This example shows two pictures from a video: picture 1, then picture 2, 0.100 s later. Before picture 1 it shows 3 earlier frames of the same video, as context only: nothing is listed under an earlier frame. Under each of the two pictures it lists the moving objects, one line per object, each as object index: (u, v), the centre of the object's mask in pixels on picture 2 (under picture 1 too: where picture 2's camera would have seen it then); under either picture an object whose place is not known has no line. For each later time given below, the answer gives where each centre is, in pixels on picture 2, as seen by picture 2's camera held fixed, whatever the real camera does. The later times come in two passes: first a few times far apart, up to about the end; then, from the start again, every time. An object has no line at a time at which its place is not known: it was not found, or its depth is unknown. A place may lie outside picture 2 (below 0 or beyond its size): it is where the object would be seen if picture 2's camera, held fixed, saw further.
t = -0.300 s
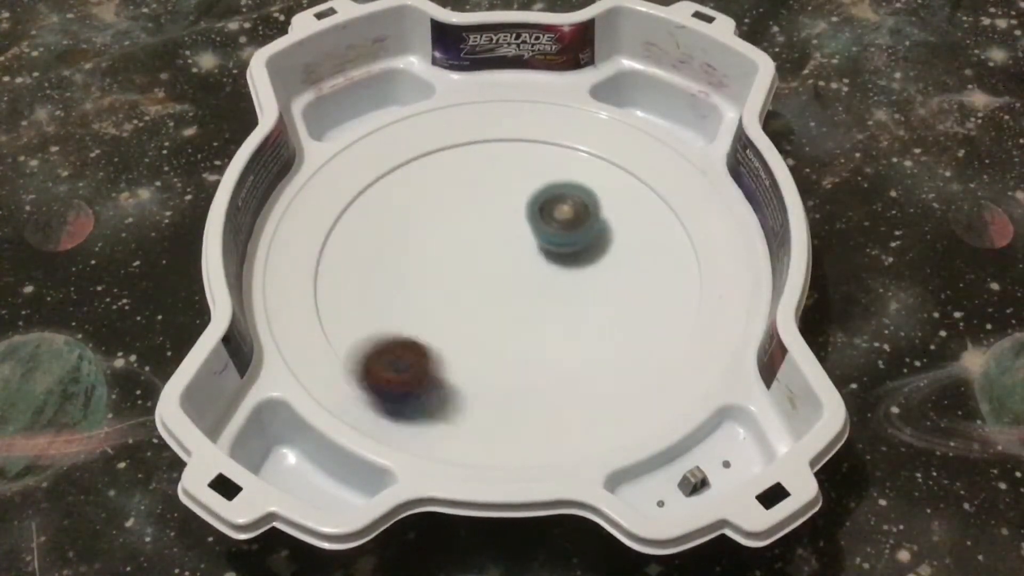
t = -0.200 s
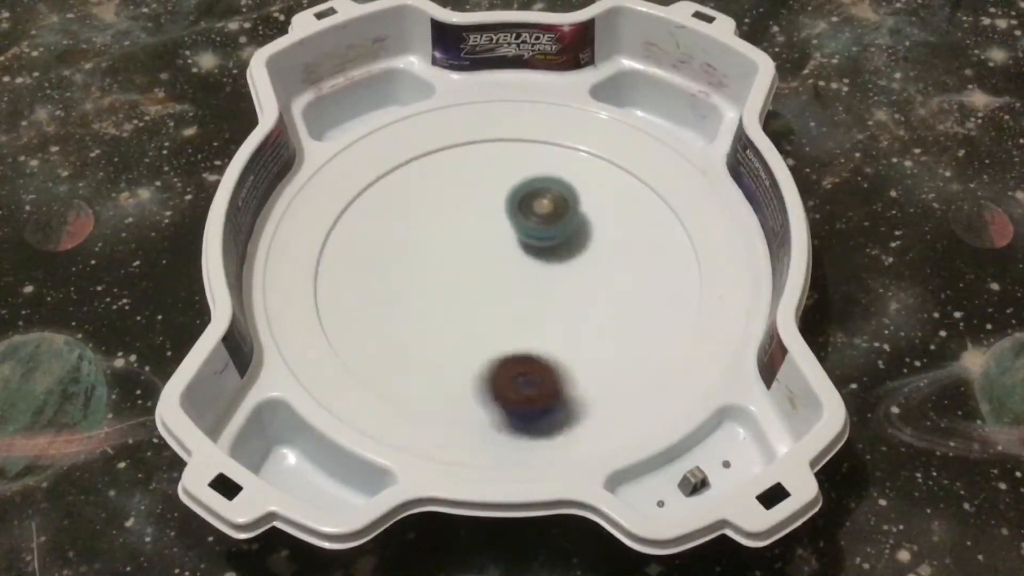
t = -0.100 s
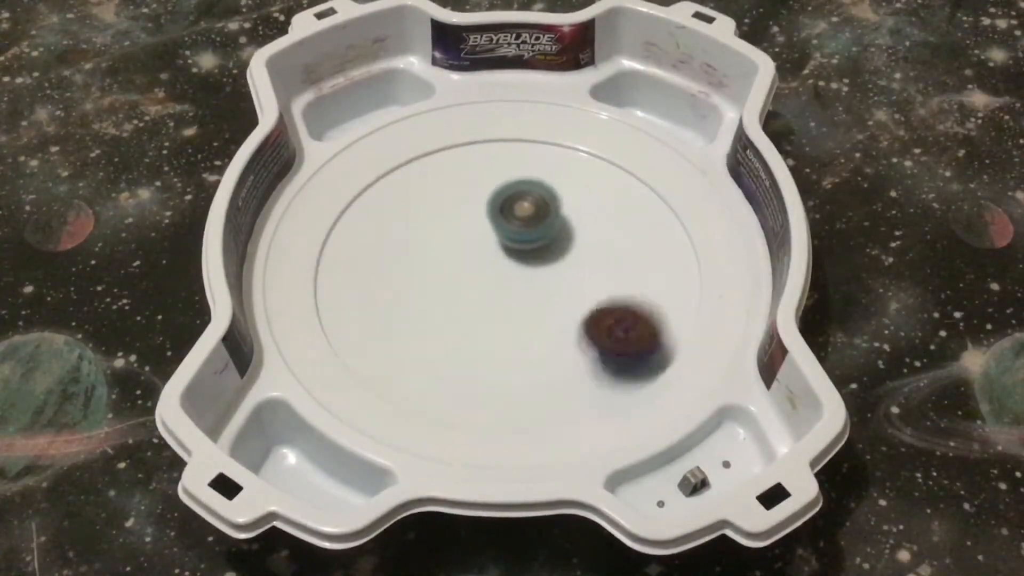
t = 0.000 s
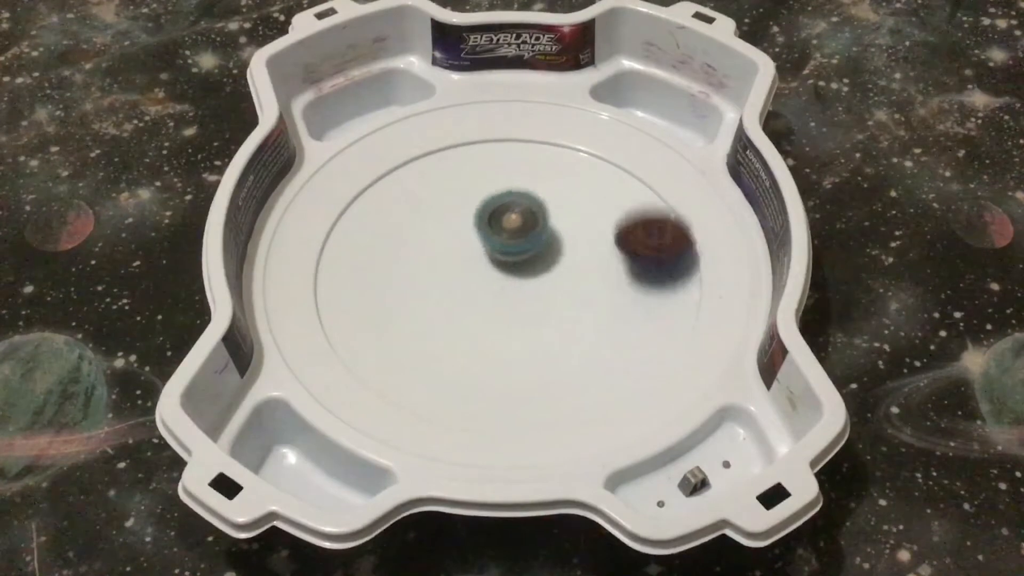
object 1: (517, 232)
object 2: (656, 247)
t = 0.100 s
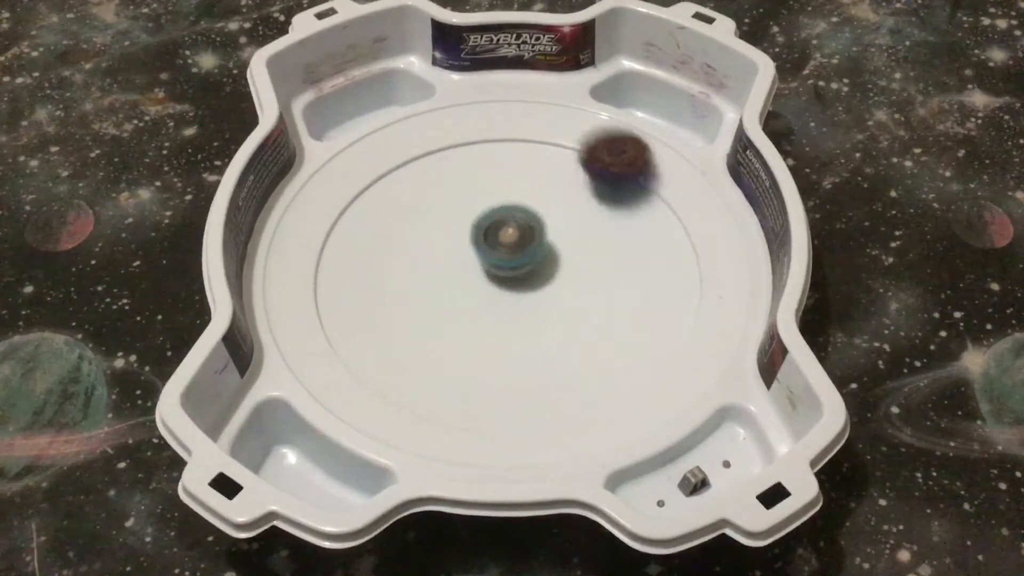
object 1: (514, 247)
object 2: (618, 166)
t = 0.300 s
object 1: (532, 273)
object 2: (414, 149)
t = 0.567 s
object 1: (558, 277)
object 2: (397, 370)
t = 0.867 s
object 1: (553, 270)
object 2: (693, 245)
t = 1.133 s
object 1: (530, 285)
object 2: (439, 141)
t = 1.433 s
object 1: (535, 299)
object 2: (418, 385)
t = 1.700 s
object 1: (528, 293)
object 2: (695, 277)
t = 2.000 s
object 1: (491, 284)
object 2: (455, 136)
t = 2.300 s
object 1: (481, 286)
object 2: (384, 365)
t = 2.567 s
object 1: (485, 274)
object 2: (680, 322)
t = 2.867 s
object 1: (486, 265)
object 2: (528, 129)
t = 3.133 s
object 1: (488, 256)
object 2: (332, 257)
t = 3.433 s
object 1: (500, 252)
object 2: (589, 375)
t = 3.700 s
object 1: (517, 250)
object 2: (651, 191)
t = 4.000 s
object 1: (530, 250)
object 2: (400, 175)
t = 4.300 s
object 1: (539, 257)
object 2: (472, 374)
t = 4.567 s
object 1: (546, 268)
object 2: (670, 265)
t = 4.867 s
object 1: (544, 273)
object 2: (486, 162)
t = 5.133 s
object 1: (534, 288)
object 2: (400, 317)
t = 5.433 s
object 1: (528, 297)
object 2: (615, 324)
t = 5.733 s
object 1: (513, 288)
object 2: (580, 202)
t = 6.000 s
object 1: (484, 280)
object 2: (436, 214)
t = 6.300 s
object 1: (500, 279)
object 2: (436, 330)
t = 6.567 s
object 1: (512, 259)
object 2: (579, 315)
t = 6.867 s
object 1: (499, 250)
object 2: (560, 205)
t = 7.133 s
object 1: (501, 272)
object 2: (443, 211)
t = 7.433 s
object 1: (579, 275)
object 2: (449, 316)
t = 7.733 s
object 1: (585, 239)
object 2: (555, 303)
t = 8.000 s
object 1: (574, 195)
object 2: (527, 297)
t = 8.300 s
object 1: (538, 233)
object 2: (469, 294)
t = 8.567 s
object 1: (552, 267)
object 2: (453, 319)
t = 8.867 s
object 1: (585, 286)
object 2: (479, 272)
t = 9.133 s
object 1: (585, 282)
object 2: (467, 229)
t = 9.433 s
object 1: (525, 286)
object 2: (486, 228)
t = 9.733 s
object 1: (491, 311)
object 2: (537, 238)
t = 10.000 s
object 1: (486, 310)
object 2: (566, 254)
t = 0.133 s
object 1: (514, 252)
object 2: (593, 146)
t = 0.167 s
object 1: (516, 257)
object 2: (563, 136)
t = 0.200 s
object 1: (518, 262)
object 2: (526, 130)
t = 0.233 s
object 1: (523, 267)
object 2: (491, 138)
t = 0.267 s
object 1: (527, 270)
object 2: (451, 138)
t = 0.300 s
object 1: (532, 273)
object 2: (414, 149)
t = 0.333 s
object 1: (536, 275)
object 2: (383, 170)
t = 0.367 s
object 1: (541, 276)
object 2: (357, 195)
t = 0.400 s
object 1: (545, 276)
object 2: (337, 223)
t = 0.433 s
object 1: (548, 277)
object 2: (327, 254)
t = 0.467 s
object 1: (551, 277)
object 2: (328, 285)
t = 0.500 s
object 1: (554, 277)
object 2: (339, 315)
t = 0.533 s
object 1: (556, 277)
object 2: (361, 344)
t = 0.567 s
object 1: (558, 277)
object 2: (397, 370)
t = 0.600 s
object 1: (559, 276)
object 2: (439, 387)
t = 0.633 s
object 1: (560, 275)
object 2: (487, 395)
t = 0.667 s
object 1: (561, 274)
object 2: (535, 394)
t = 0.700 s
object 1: (562, 273)
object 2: (583, 384)
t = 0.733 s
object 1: (562, 271)
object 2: (625, 366)
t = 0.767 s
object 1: (561, 271)
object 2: (659, 342)
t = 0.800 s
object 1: (559, 270)
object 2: (687, 310)
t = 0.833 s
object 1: (556, 270)
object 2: (696, 277)
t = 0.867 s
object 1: (553, 270)
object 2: (693, 245)
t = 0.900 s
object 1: (549, 272)
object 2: (680, 213)
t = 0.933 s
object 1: (546, 274)
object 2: (658, 186)
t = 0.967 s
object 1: (544, 276)
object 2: (629, 164)
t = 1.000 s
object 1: (541, 278)
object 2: (595, 148)
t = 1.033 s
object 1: (539, 281)
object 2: (555, 133)
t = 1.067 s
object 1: (537, 284)
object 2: (516, 130)
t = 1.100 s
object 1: (535, 287)
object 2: (477, 133)
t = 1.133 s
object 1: (530, 285)
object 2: (439, 141)
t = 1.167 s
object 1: (529, 288)
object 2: (403, 155)
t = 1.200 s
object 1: (533, 295)
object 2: (371, 177)
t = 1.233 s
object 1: (529, 293)
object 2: (347, 204)
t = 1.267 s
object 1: (530, 294)
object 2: (331, 236)
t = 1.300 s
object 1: (531, 295)
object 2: (325, 269)
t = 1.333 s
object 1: (531, 297)
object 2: (332, 303)
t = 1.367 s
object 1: (537, 301)
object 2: (350, 333)
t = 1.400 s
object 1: (538, 302)
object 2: (378, 361)
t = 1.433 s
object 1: (535, 299)
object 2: (418, 385)
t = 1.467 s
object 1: (536, 298)
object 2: (462, 399)
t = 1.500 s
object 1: (537, 298)
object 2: (509, 405)
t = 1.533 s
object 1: (537, 296)
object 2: (557, 402)
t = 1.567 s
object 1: (539, 299)
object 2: (601, 388)
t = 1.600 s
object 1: (537, 297)
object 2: (639, 367)
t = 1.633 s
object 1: (534, 295)
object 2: (669, 339)
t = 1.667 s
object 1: (532, 294)
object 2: (687, 308)
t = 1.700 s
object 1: (528, 293)
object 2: (695, 277)
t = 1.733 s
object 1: (525, 291)
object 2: (692, 245)
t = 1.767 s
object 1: (521, 291)
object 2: (680, 216)
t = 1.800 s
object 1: (517, 290)
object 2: (661, 191)
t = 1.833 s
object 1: (513, 290)
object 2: (635, 169)
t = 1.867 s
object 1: (508, 289)
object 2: (603, 152)
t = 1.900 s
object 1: (504, 289)
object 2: (568, 137)
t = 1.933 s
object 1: (496, 284)
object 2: (530, 130)
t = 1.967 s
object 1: (493, 284)
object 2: (492, 130)
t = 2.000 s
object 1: (491, 284)
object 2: (455, 136)
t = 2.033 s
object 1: (488, 284)
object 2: (420, 147)
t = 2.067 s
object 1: (486, 284)
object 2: (387, 161)
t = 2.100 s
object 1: (485, 285)
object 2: (360, 182)
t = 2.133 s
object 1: (483, 285)
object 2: (339, 213)
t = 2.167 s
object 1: (482, 286)
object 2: (327, 244)
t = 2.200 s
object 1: (481, 286)
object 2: (326, 277)
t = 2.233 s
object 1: (481, 286)
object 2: (334, 308)
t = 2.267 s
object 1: (481, 286)
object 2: (352, 336)
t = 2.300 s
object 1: (481, 286)
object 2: (384, 365)
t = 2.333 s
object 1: (482, 286)
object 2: (420, 385)
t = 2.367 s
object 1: (483, 285)
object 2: (462, 397)
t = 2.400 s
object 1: (484, 284)
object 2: (507, 403)
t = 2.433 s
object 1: (483, 281)
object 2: (552, 400)
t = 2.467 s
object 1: (485, 280)
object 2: (594, 391)
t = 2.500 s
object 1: (484, 276)
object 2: (630, 373)
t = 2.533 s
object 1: (484, 275)
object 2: (658, 349)
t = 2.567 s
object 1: (485, 274)
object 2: (680, 322)
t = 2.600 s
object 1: (484, 270)
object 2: (692, 292)
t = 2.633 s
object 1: (485, 270)
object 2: (695, 262)
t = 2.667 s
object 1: (487, 273)
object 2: (689, 234)
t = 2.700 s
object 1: (487, 271)
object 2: (674, 207)
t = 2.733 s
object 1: (487, 270)
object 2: (654, 180)
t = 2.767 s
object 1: (486, 269)
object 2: (628, 159)
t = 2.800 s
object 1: (486, 267)
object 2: (597, 145)
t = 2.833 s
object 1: (486, 266)
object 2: (564, 136)
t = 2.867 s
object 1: (486, 265)
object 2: (528, 129)
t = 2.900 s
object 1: (485, 263)
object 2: (493, 130)
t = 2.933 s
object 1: (485, 262)
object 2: (458, 135)
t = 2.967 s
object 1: (485, 261)
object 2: (425, 145)
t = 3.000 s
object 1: (483, 256)
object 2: (395, 157)
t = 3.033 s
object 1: (483, 255)
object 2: (370, 179)
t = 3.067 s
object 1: (486, 258)
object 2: (351, 204)
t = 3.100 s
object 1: (487, 257)
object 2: (337, 229)
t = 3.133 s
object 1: (488, 256)
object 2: (332, 257)
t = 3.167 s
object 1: (489, 256)
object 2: (335, 287)
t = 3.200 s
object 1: (489, 255)
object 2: (348, 315)
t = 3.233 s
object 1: (490, 254)
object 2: (370, 342)
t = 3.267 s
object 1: (488, 249)
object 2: (401, 364)
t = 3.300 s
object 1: (489, 249)
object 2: (437, 381)
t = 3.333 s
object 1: (490, 248)
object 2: (474, 388)
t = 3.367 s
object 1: (492, 248)
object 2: (514, 390)
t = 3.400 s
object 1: (497, 252)
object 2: (553, 385)
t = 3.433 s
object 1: (500, 252)
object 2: (589, 375)
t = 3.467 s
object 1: (502, 252)
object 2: (621, 359)
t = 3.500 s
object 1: (504, 252)
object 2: (647, 339)
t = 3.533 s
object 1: (506, 251)
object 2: (666, 315)
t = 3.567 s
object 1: (509, 251)
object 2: (677, 289)
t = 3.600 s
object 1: (511, 251)
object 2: (681, 262)
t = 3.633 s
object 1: (513, 250)
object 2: (677, 236)
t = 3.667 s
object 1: (515, 250)
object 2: (667, 212)
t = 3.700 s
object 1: (517, 250)
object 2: (651, 191)
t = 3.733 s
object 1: (519, 249)
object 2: (629, 168)
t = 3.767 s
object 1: (521, 249)
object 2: (604, 158)
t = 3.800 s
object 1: (523, 249)
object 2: (576, 148)
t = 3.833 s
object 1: (523, 249)
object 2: (546, 143)
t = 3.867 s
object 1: (525, 249)
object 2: (514, 137)
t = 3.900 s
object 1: (526, 249)
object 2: (482, 138)
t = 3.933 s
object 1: (527, 249)
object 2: (452, 147)
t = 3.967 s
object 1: (529, 249)
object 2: (424, 159)
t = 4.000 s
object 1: (530, 250)
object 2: (400, 175)
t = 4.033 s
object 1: (532, 250)
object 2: (380, 196)
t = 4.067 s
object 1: (533, 250)
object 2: (365, 219)
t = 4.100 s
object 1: (534, 251)
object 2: (358, 244)
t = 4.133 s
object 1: (535, 251)
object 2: (358, 272)
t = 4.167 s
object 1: (536, 252)
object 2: (365, 299)
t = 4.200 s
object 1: (536, 253)
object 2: (384, 327)
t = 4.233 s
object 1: (537, 254)
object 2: (407, 348)
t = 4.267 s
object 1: (538, 255)
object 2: (438, 364)
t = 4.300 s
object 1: (539, 257)
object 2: (472, 374)
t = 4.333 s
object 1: (540, 258)
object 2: (509, 378)
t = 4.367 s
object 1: (540, 259)
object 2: (546, 375)
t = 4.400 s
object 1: (541, 261)
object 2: (582, 366)
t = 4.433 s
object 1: (542, 262)
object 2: (612, 352)
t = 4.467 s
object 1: (543, 264)
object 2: (636, 334)
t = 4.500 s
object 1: (544, 265)
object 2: (655, 312)
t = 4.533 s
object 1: (545, 267)
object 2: (666, 289)
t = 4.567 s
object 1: (546, 268)
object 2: (670, 265)
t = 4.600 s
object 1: (547, 269)
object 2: (667, 242)
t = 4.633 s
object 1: (547, 271)
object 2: (657, 220)
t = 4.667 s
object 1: (548, 272)
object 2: (642, 201)
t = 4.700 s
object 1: (544, 266)
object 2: (622, 185)
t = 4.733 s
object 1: (548, 274)
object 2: (598, 173)
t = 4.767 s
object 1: (545, 270)
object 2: (572, 165)
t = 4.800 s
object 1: (545, 271)
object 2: (544, 161)
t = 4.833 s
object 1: (544, 272)
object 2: (516, 162)
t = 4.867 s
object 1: (544, 273)
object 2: (486, 162)
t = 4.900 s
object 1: (543, 274)
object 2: (458, 171)
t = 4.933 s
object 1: (545, 279)
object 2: (433, 184)
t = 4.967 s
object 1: (544, 280)
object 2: (411, 200)
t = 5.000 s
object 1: (539, 278)
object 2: (394, 222)
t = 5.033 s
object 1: (537, 279)
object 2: (383, 246)
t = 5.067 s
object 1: (538, 284)
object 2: (381, 269)
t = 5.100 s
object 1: (536, 286)
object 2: (385, 294)
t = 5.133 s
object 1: (534, 288)
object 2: (400, 317)
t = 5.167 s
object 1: (532, 290)
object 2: (422, 338)
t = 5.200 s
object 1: (531, 292)
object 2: (448, 353)
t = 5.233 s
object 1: (531, 293)
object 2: (478, 362)
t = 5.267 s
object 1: (531, 293)
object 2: (508, 366)
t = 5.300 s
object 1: (530, 292)
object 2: (537, 365)
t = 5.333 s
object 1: (527, 292)
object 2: (563, 358)
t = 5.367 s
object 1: (525, 293)
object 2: (583, 348)
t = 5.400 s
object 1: (527, 296)
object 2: (601, 336)
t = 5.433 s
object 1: (528, 297)
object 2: (615, 324)
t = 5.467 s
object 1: (529, 297)
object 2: (625, 308)
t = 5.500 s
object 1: (528, 297)
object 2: (632, 293)
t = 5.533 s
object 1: (528, 296)
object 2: (635, 278)
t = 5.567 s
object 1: (527, 295)
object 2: (634, 262)
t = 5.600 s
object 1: (525, 294)
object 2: (629, 247)
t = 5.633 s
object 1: (523, 292)
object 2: (621, 234)
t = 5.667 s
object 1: (521, 291)
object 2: (609, 221)
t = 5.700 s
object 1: (517, 289)
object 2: (596, 211)
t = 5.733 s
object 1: (513, 288)
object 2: (580, 202)
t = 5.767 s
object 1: (509, 287)
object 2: (563, 196)
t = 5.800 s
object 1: (505, 286)
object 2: (544, 192)
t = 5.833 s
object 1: (496, 279)
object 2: (525, 190)
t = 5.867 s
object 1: (498, 285)
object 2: (506, 191)
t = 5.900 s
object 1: (491, 280)
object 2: (487, 194)
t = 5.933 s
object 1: (492, 285)
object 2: (469, 199)
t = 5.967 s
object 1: (486, 280)
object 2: (452, 206)
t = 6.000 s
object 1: (484, 280)
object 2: (436, 214)
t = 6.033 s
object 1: (483, 281)
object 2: (423, 226)
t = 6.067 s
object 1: (483, 281)
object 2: (413, 239)
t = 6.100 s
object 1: (482, 282)
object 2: (407, 253)
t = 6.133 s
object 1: (483, 282)
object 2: (405, 268)
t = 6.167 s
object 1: (487, 283)
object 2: (400, 278)
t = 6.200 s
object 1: (490, 283)
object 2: (403, 292)
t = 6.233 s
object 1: (493, 282)
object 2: (409, 304)
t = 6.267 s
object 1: (497, 281)
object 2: (423, 320)
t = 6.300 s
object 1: (500, 279)
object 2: (436, 330)
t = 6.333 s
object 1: (504, 276)
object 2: (453, 339)
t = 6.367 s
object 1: (505, 272)
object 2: (471, 344)
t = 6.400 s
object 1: (508, 271)
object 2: (491, 347)
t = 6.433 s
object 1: (512, 271)
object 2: (511, 346)
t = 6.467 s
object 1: (512, 267)
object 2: (531, 342)
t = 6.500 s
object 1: (512, 264)
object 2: (550, 336)
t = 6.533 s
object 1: (512, 262)
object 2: (566, 326)
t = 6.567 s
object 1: (512, 259)
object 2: (579, 315)
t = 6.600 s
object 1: (512, 257)
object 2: (589, 303)
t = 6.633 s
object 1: (511, 255)
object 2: (596, 288)
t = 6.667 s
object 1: (510, 254)
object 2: (599, 274)
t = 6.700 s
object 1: (508, 252)
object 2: (599, 260)
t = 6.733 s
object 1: (506, 251)
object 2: (596, 247)
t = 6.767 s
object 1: (504, 250)
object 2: (591, 234)
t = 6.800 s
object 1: (502, 250)
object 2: (582, 223)
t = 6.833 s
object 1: (500, 250)
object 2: (572, 213)
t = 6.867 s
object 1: (499, 250)
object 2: (560, 205)
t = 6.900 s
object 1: (497, 252)
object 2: (546, 199)
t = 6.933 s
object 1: (493, 249)
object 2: (531, 194)
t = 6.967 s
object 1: (490, 250)
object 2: (514, 186)
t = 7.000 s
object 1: (489, 253)
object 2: (499, 185)
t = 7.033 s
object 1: (490, 257)
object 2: (485, 189)
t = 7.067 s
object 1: (491, 261)
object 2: (469, 193)
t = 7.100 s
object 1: (497, 268)
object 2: (455, 200)
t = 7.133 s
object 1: (501, 272)
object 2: (443, 211)
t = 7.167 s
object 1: (504, 274)
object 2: (435, 222)
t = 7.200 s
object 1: (508, 276)
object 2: (431, 236)
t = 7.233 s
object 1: (512, 278)
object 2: (428, 249)
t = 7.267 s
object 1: (517, 279)
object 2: (430, 263)
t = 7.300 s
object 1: (521, 278)
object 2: (435, 277)
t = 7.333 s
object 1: (526, 278)
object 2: (443, 290)
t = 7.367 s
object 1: (547, 278)
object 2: (441, 299)
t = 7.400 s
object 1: (566, 277)
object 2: (443, 308)
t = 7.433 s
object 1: (579, 275)
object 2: (449, 316)
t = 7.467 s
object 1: (586, 272)
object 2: (460, 323)
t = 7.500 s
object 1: (591, 267)
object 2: (472, 328)
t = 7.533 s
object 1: (595, 262)
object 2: (485, 331)
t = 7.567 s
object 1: (596, 258)
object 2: (499, 330)
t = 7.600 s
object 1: (596, 255)
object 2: (514, 329)
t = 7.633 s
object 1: (594, 250)
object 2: (526, 325)
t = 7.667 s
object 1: (590, 246)
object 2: (537, 319)
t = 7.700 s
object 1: (587, 243)
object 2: (547, 311)
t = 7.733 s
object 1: (585, 239)
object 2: (555, 303)
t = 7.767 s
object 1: (590, 227)
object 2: (552, 302)
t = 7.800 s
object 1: (595, 216)
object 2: (546, 304)
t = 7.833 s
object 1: (596, 209)
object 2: (543, 303)
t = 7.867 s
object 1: (595, 204)
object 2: (541, 301)
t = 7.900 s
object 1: (591, 200)
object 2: (539, 300)
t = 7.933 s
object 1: (586, 197)
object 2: (535, 299)
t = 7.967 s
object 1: (581, 195)
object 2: (531, 298)
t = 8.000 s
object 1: (574, 195)
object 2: (527, 297)
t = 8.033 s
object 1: (567, 196)
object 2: (521, 295)
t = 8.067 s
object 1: (561, 199)
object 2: (516, 293)
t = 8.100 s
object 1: (555, 202)
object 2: (511, 292)
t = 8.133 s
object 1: (545, 203)
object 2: (506, 290)
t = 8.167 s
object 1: (542, 213)
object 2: (501, 289)
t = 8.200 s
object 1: (536, 220)
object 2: (496, 287)
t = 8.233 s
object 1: (532, 227)
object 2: (490, 286)
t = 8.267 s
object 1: (534, 230)
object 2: (479, 290)
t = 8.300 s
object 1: (538, 233)
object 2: (469, 294)
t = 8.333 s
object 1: (539, 237)
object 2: (462, 298)
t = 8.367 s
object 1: (540, 241)
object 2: (456, 301)
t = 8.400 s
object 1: (541, 245)
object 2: (451, 305)
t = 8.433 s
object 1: (543, 250)
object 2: (448, 309)
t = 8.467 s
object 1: (545, 254)
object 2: (446, 312)
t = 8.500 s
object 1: (547, 258)
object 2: (446, 315)
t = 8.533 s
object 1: (550, 263)
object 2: (449, 318)
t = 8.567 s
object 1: (552, 267)
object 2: (453, 319)
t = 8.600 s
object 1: (555, 271)
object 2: (459, 319)
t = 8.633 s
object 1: (557, 274)
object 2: (466, 316)
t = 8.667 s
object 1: (560, 277)
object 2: (472, 311)
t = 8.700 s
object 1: (562, 280)
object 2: (478, 306)
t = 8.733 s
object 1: (565, 282)
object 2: (482, 300)
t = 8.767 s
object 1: (572, 284)
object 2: (481, 293)
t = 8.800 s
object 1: (577, 285)
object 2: (480, 286)
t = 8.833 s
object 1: (582, 285)
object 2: (480, 279)
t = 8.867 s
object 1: (585, 286)
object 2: (479, 272)
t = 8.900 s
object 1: (588, 285)
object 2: (477, 265)
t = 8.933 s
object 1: (590, 285)
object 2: (475, 258)
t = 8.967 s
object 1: (591, 285)
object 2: (473, 251)
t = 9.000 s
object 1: (591, 284)
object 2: (472, 246)
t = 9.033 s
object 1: (591, 284)
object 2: (470, 241)
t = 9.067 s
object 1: (590, 283)
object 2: (469, 237)
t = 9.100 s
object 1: (588, 282)
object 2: (468, 233)
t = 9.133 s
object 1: (585, 282)
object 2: (467, 229)
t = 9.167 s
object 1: (581, 282)
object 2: (466, 227)
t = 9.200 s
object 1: (577, 282)
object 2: (466, 226)
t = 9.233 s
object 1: (571, 281)
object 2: (467, 226)
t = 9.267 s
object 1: (565, 282)
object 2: (468, 226)
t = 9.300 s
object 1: (558, 283)
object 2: (470, 227)
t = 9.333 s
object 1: (551, 284)
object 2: (474, 229)
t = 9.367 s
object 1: (543, 284)
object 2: (477, 230)
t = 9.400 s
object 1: (531, 281)
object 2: (482, 230)
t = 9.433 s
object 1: (525, 286)
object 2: (486, 228)
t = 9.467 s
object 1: (519, 289)
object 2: (491, 227)
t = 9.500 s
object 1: (514, 292)
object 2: (497, 226)
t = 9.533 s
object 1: (510, 296)
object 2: (502, 227)
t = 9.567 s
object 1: (505, 299)
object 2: (510, 230)
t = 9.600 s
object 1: (502, 303)
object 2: (516, 232)
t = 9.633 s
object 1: (498, 306)
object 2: (521, 234)
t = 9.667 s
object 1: (496, 307)
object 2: (527, 235)
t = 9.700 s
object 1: (493, 309)
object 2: (532, 237)
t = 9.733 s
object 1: (491, 311)
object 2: (537, 238)
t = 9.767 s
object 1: (490, 312)
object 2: (542, 239)
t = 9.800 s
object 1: (488, 313)
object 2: (546, 240)
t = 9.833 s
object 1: (488, 313)
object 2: (551, 242)
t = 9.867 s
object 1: (487, 313)
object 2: (555, 244)
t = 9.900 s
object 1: (487, 313)
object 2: (559, 246)
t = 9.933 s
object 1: (487, 312)
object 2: (562, 248)
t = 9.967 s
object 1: (486, 311)
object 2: (564, 251)
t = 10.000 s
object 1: (486, 310)
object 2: (566, 254)
